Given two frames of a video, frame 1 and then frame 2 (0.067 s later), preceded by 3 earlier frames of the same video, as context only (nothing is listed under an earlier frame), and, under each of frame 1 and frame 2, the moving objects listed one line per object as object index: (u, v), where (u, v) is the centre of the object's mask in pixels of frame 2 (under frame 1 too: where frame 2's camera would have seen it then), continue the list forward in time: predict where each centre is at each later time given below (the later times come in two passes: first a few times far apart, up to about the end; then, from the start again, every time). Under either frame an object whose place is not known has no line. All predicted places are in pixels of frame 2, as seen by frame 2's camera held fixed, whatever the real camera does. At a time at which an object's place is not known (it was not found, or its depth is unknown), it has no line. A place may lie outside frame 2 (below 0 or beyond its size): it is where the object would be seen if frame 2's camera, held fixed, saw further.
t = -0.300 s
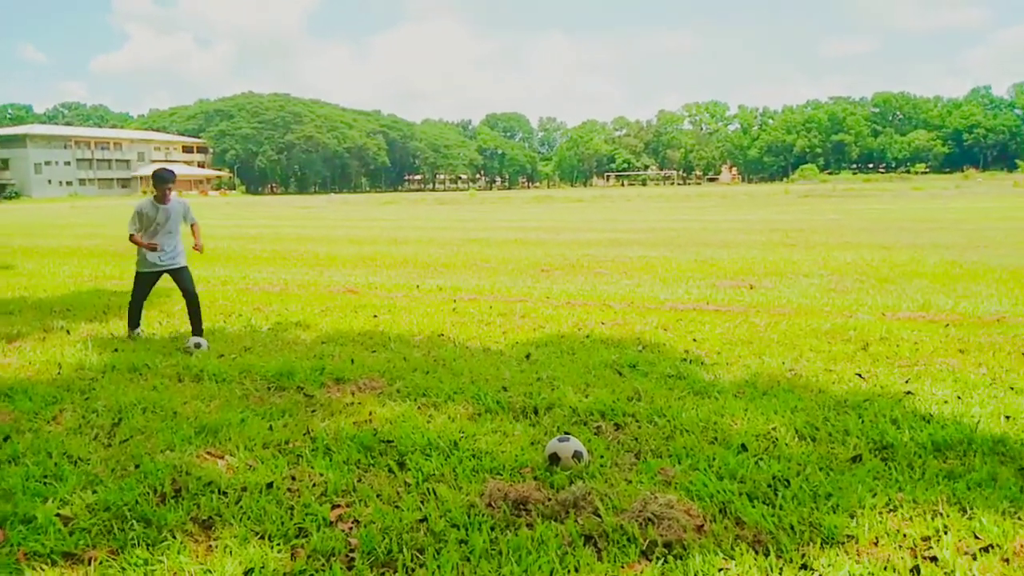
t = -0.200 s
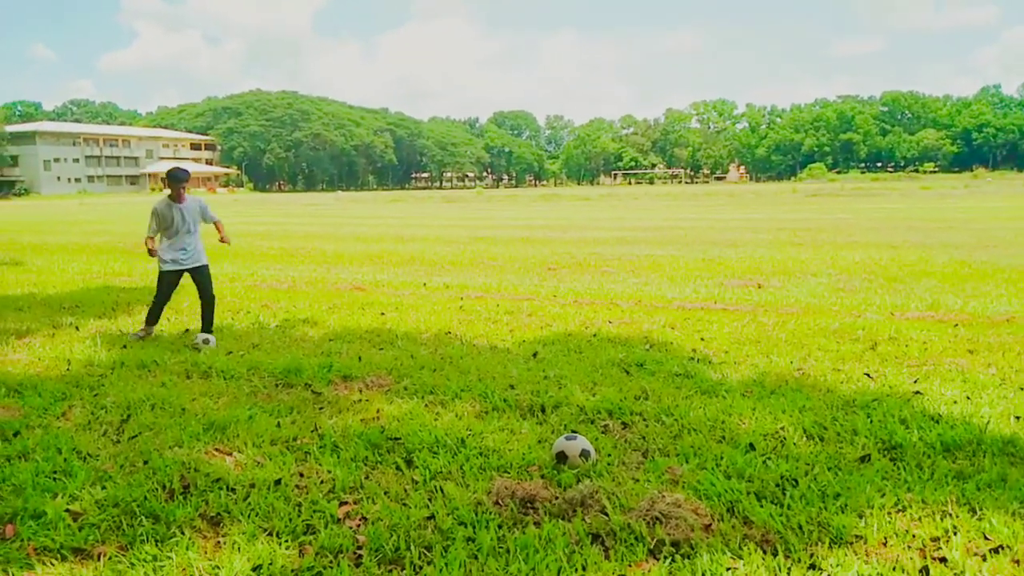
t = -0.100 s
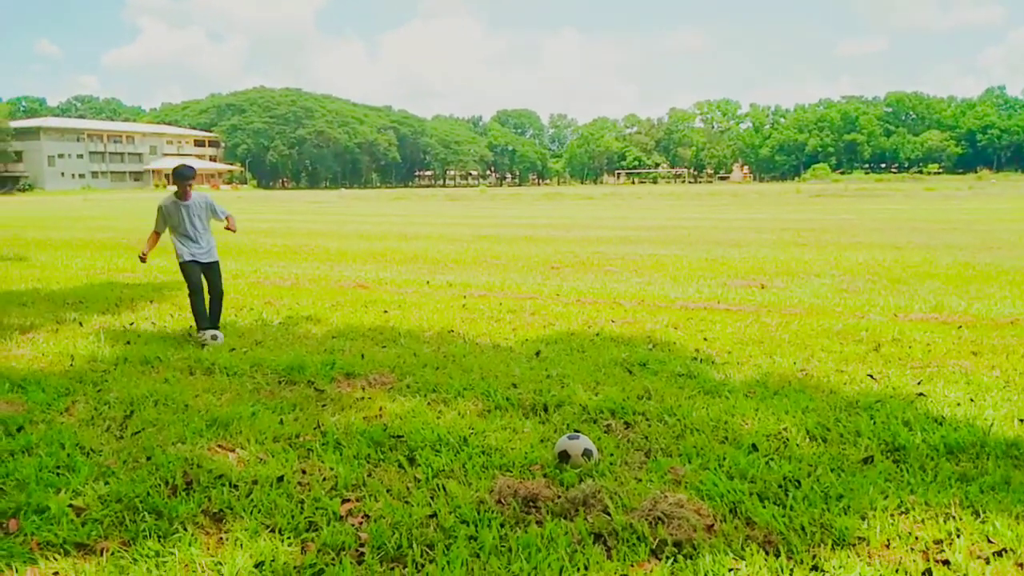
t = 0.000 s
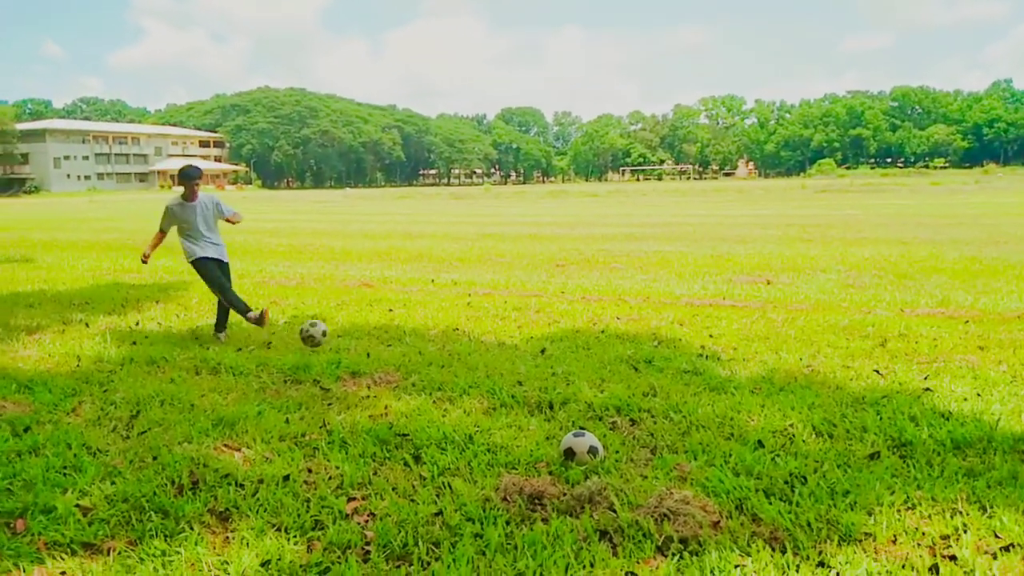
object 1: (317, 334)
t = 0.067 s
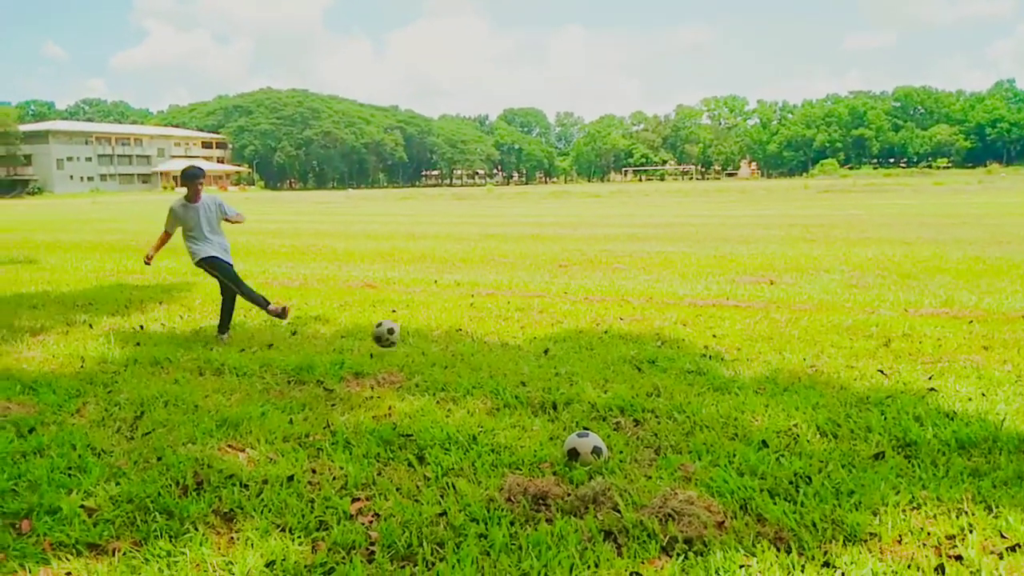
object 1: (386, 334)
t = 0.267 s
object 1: (619, 363)
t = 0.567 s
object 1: (844, 376)
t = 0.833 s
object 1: (1017, 383)
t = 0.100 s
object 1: (422, 335)
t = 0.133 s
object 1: (459, 338)
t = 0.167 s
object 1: (498, 344)
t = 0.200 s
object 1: (538, 350)
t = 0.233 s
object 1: (578, 359)
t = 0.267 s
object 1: (619, 363)
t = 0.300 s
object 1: (656, 369)
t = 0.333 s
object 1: (685, 371)
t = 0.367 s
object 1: (709, 368)
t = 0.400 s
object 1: (732, 370)
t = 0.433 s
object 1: (753, 371)
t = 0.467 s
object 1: (775, 370)
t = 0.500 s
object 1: (798, 371)
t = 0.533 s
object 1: (821, 372)
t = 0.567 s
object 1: (844, 376)
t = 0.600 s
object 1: (868, 377)
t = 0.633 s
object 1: (891, 381)
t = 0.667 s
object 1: (913, 384)
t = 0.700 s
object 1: (935, 386)
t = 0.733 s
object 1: (956, 387)
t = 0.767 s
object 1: (976, 384)
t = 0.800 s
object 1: (997, 382)
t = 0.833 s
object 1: (1017, 383)
